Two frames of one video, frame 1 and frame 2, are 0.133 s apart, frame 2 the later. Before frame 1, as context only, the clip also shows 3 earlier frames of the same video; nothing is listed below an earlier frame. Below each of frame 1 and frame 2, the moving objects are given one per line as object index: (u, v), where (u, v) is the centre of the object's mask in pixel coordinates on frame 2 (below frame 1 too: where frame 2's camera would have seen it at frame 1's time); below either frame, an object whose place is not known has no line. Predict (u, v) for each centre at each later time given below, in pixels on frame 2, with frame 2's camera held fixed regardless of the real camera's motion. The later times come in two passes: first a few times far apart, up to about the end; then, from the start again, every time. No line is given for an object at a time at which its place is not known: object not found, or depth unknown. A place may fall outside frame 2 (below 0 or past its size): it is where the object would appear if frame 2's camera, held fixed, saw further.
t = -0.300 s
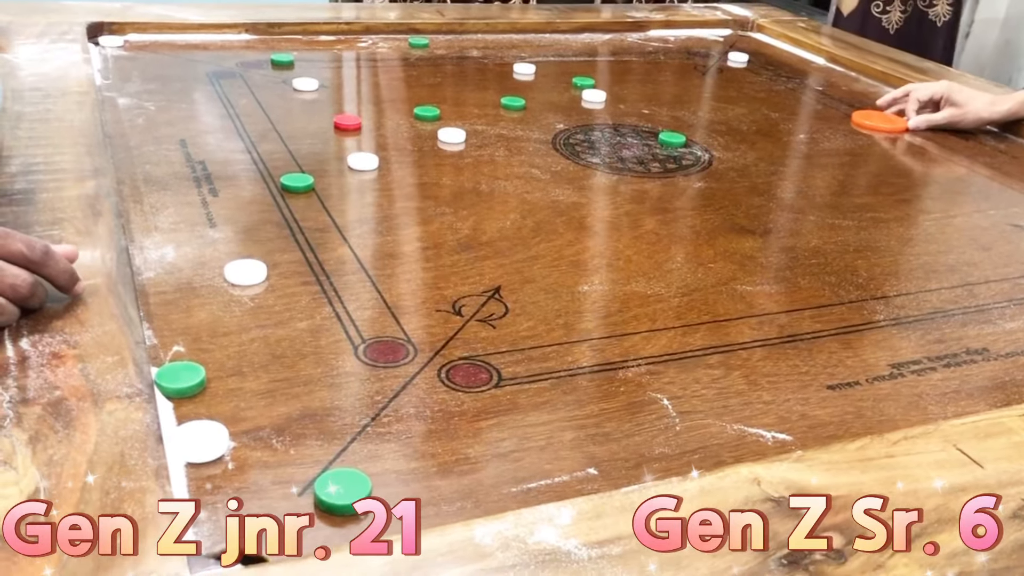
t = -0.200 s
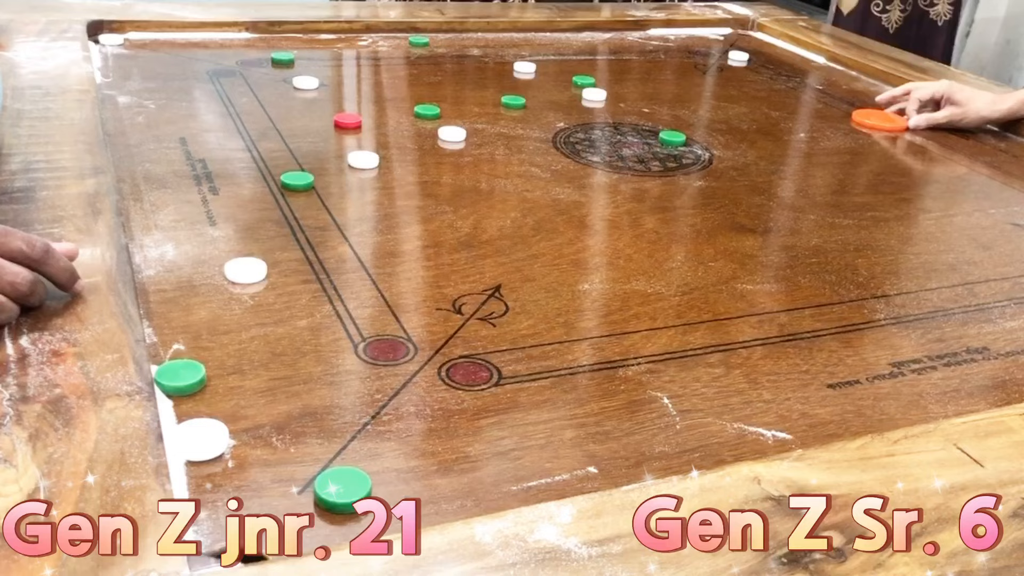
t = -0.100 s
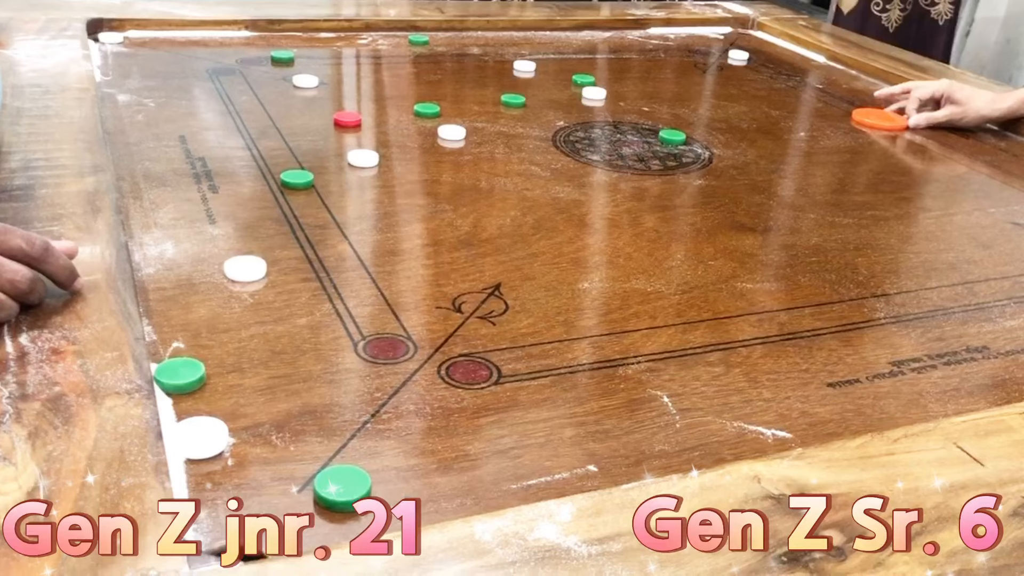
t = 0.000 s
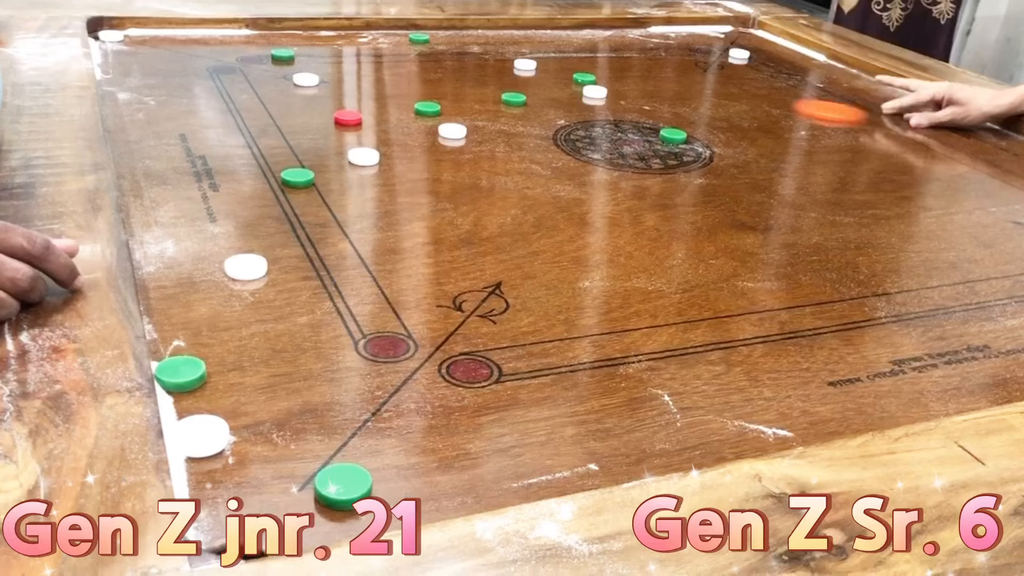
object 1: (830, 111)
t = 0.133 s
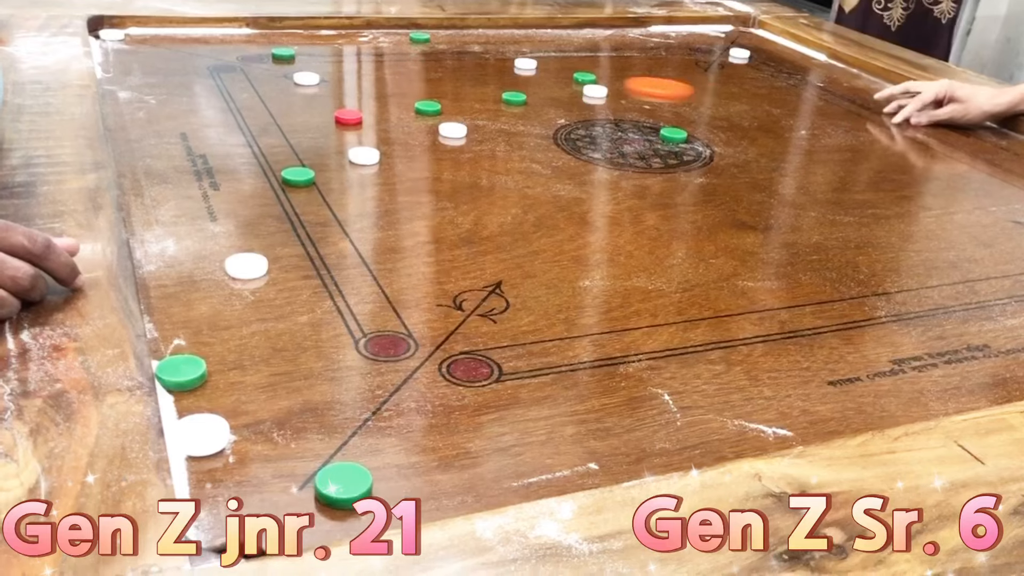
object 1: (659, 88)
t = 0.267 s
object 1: (553, 73)
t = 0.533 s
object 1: (438, 61)
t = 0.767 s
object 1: (380, 54)
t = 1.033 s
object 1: (354, 51)
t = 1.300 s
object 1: (353, 51)
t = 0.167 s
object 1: (624, 83)
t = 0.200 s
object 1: (596, 78)
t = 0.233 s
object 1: (570, 75)
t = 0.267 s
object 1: (553, 73)
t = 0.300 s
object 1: (535, 71)
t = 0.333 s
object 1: (518, 70)
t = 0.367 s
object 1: (502, 68)
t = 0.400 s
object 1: (488, 67)
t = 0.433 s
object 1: (474, 65)
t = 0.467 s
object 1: (461, 63)
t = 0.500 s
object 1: (449, 62)
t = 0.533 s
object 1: (438, 61)
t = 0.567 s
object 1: (428, 60)
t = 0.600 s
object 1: (418, 58)
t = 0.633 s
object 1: (409, 57)
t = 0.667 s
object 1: (401, 56)
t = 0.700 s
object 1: (393, 55)
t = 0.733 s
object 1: (386, 54)
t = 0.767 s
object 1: (380, 54)
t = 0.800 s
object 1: (374, 53)
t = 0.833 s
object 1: (368, 53)
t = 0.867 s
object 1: (364, 52)
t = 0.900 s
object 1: (360, 52)
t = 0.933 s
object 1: (357, 52)
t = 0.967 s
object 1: (355, 51)
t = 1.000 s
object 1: (354, 51)
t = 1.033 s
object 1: (354, 51)
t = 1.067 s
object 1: (353, 51)
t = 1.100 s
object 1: (353, 51)
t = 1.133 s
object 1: (353, 51)
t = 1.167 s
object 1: (353, 51)
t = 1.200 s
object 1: (353, 51)
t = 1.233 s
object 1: (353, 51)
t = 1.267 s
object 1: (353, 51)
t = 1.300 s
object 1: (353, 51)
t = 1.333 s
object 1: (353, 51)
